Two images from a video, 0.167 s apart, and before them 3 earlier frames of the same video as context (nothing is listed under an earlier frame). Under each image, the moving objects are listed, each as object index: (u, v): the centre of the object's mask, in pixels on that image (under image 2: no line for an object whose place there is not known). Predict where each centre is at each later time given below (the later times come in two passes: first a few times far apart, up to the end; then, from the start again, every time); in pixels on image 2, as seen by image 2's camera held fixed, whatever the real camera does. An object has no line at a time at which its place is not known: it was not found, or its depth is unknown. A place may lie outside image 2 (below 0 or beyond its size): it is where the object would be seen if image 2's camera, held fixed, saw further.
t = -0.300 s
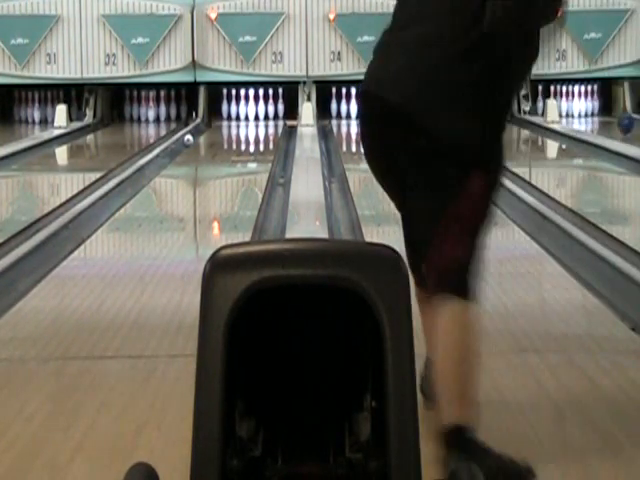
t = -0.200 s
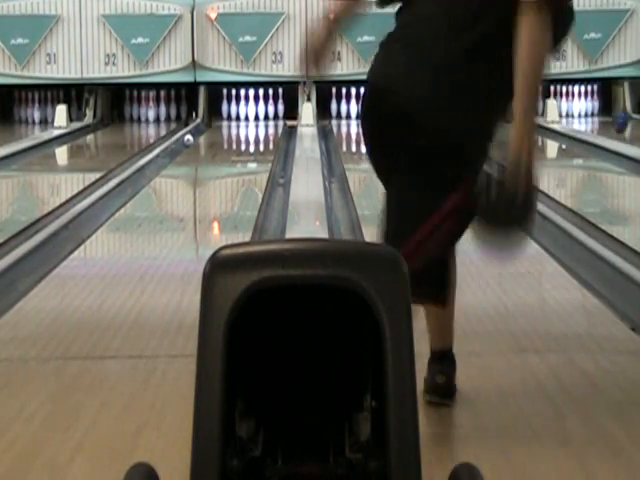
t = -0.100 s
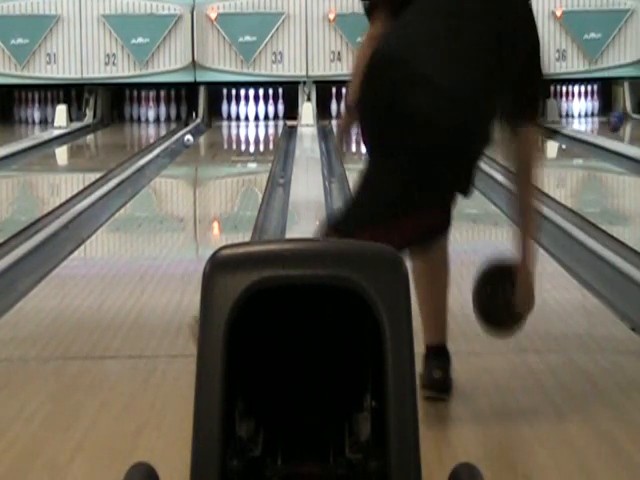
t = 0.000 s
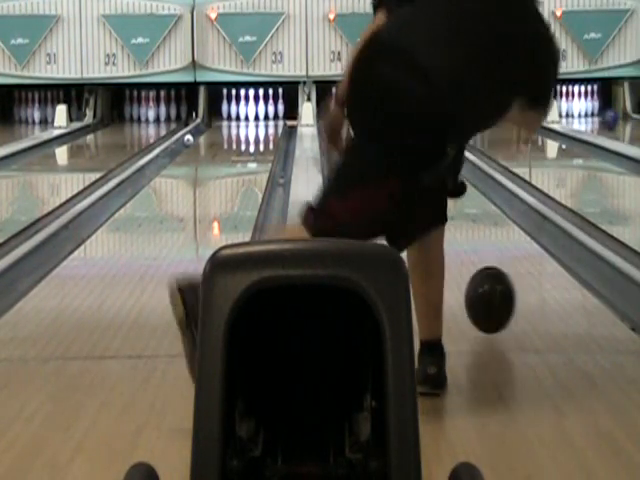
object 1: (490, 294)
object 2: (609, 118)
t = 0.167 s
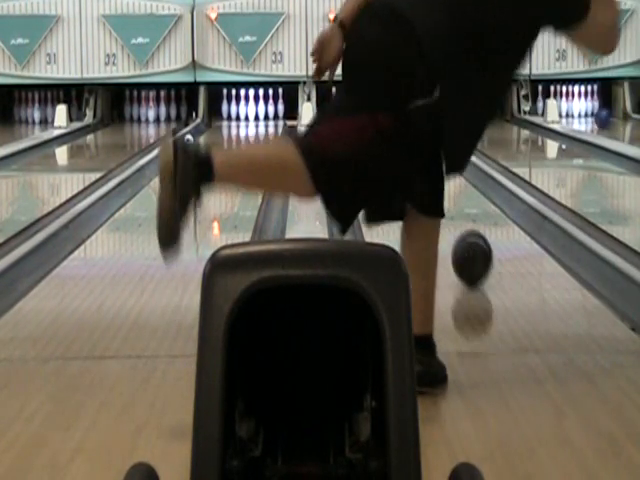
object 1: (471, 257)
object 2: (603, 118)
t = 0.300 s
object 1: (461, 229)
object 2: (597, 116)
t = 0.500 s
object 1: (453, 200)
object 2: (588, 115)
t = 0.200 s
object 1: (469, 250)
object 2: (600, 117)
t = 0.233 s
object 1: (466, 243)
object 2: (599, 116)
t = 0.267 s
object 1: (463, 236)
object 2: (598, 116)
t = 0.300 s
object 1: (461, 229)
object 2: (597, 116)
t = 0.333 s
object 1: (459, 224)
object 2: (595, 116)
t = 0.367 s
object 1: (456, 218)
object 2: (594, 116)
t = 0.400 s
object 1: (455, 213)
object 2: (593, 116)
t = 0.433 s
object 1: (453, 208)
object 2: (592, 115)
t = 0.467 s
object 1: (453, 203)
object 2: (588, 118)
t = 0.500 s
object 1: (453, 200)
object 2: (588, 115)
